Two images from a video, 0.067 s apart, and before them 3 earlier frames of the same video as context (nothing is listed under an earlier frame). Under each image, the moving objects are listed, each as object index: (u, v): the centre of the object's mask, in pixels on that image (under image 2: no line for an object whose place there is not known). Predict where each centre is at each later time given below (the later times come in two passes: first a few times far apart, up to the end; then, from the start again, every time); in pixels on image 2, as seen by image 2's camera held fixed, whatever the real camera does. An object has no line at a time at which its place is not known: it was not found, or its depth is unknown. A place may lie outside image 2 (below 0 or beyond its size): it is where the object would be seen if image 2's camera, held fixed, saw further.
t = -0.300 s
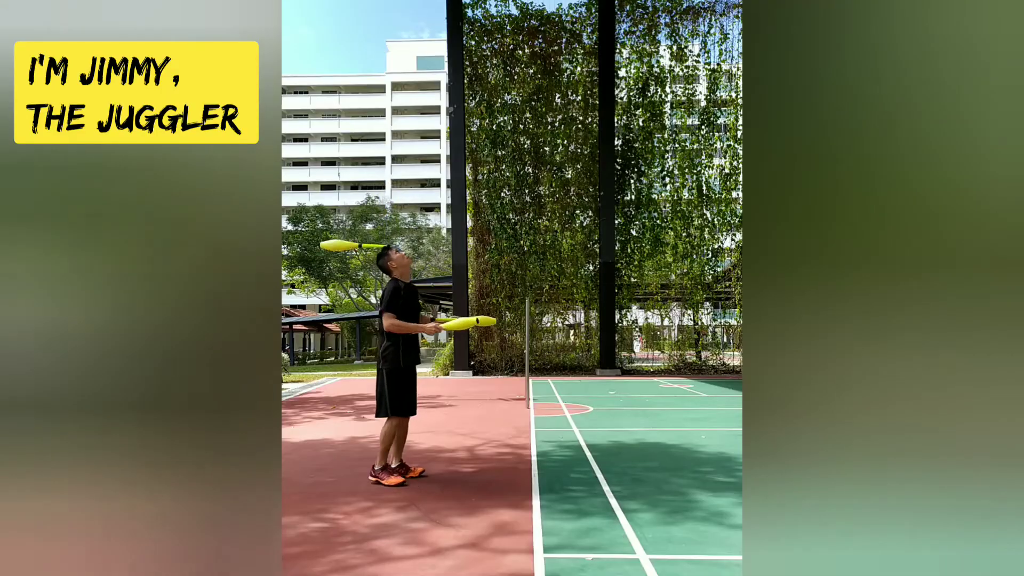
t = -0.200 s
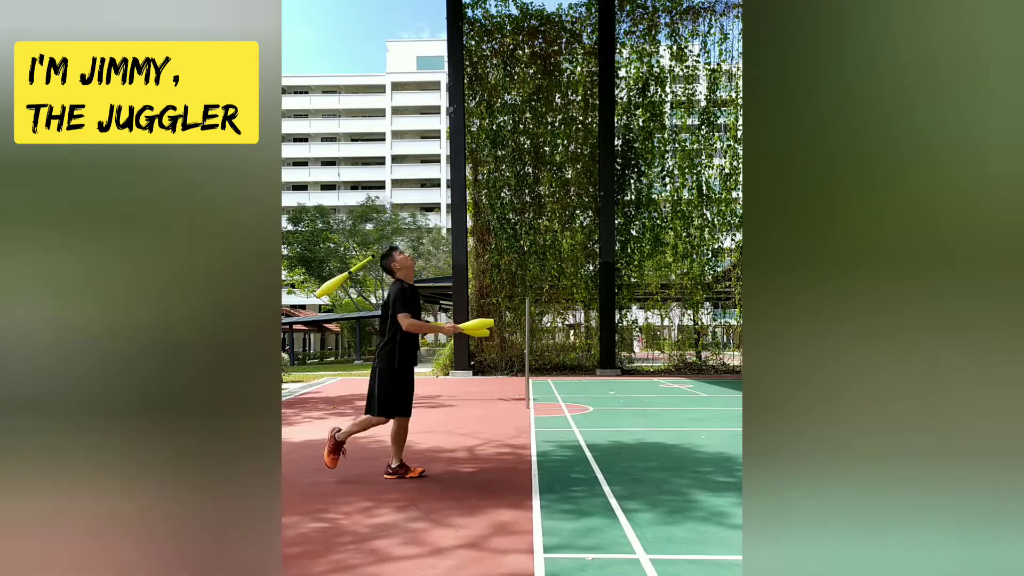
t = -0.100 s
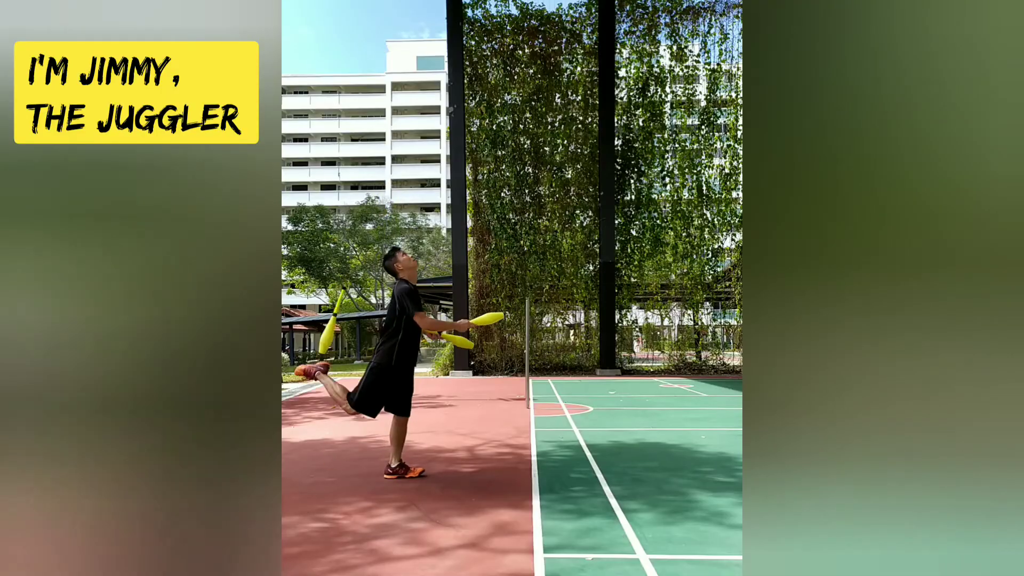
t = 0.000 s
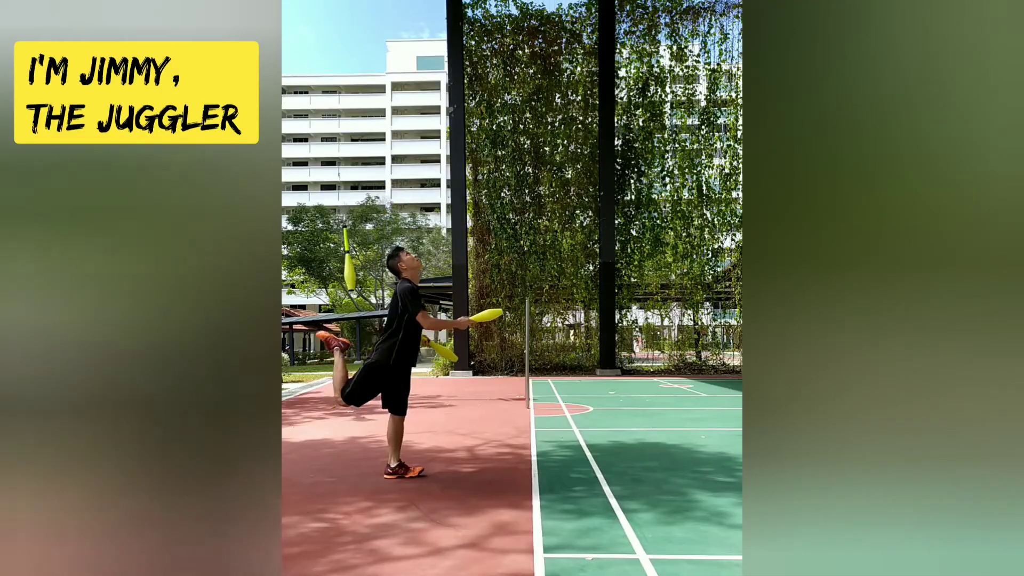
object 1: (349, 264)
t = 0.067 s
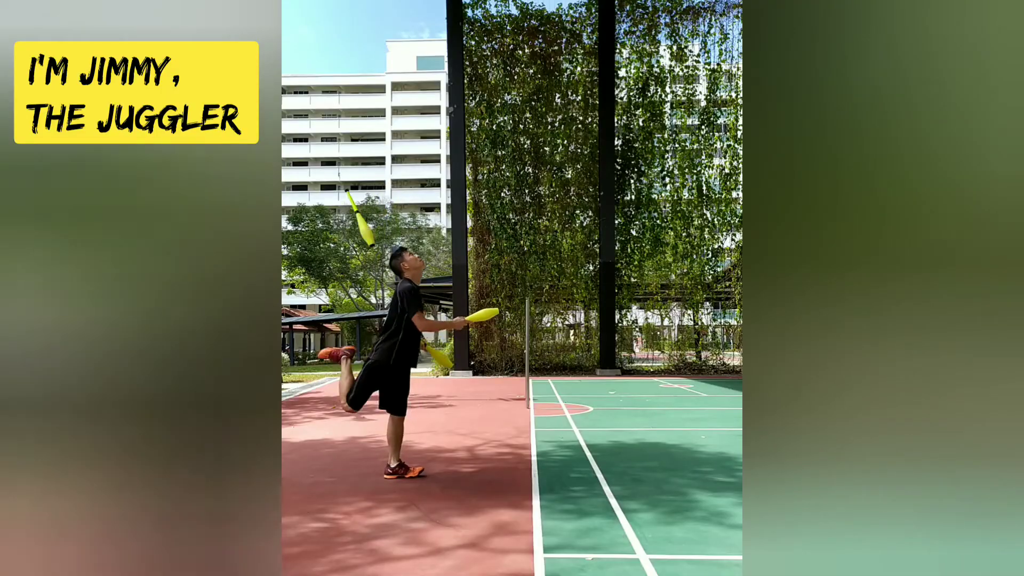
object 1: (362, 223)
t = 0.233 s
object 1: (391, 149)
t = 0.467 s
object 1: (426, 109)
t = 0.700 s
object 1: (460, 132)
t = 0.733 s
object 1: (464, 141)
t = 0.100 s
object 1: (368, 205)
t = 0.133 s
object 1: (374, 188)
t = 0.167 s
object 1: (380, 173)
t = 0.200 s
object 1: (385, 160)
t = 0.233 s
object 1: (391, 149)
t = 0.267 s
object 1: (395, 138)
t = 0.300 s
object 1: (401, 130)
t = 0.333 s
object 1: (407, 123)
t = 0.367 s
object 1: (412, 117)
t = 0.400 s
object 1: (417, 113)
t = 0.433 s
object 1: (422, 110)
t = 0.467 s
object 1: (426, 109)
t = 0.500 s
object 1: (431, 109)
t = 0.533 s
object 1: (436, 109)
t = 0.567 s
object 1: (441, 112)
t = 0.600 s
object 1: (446, 115)
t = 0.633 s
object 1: (451, 119)
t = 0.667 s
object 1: (455, 125)
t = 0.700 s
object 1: (460, 132)
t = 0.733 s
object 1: (464, 141)
